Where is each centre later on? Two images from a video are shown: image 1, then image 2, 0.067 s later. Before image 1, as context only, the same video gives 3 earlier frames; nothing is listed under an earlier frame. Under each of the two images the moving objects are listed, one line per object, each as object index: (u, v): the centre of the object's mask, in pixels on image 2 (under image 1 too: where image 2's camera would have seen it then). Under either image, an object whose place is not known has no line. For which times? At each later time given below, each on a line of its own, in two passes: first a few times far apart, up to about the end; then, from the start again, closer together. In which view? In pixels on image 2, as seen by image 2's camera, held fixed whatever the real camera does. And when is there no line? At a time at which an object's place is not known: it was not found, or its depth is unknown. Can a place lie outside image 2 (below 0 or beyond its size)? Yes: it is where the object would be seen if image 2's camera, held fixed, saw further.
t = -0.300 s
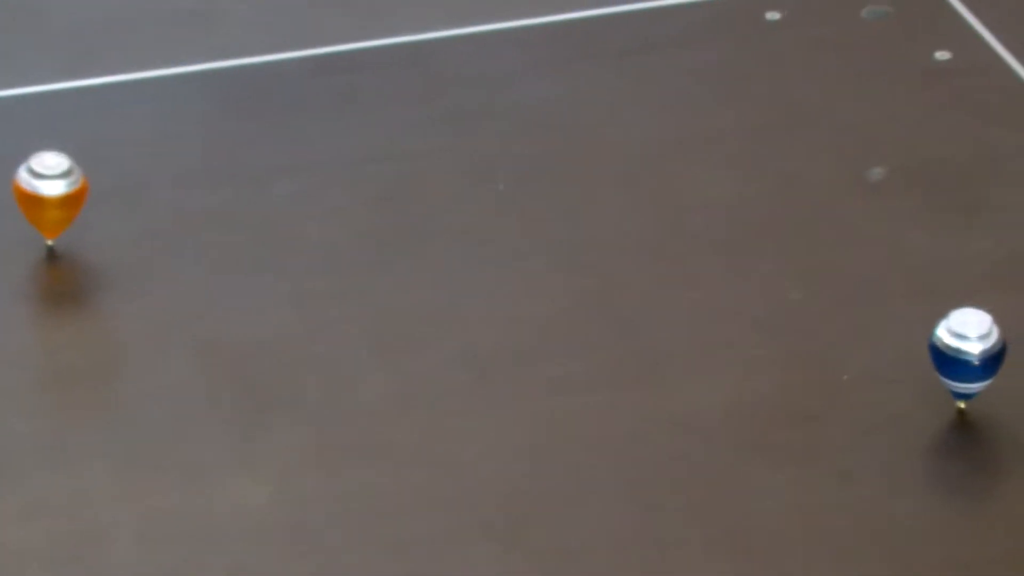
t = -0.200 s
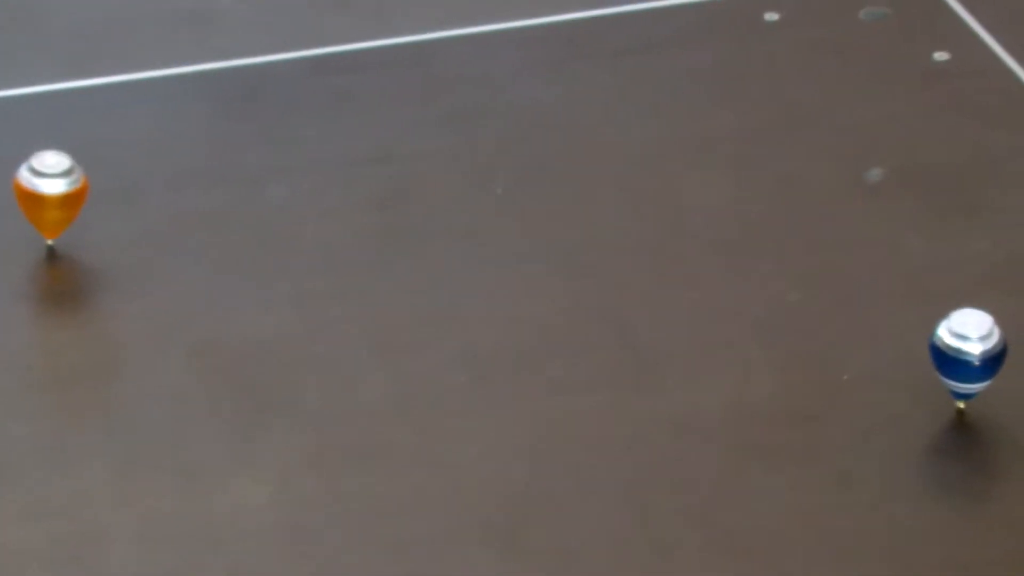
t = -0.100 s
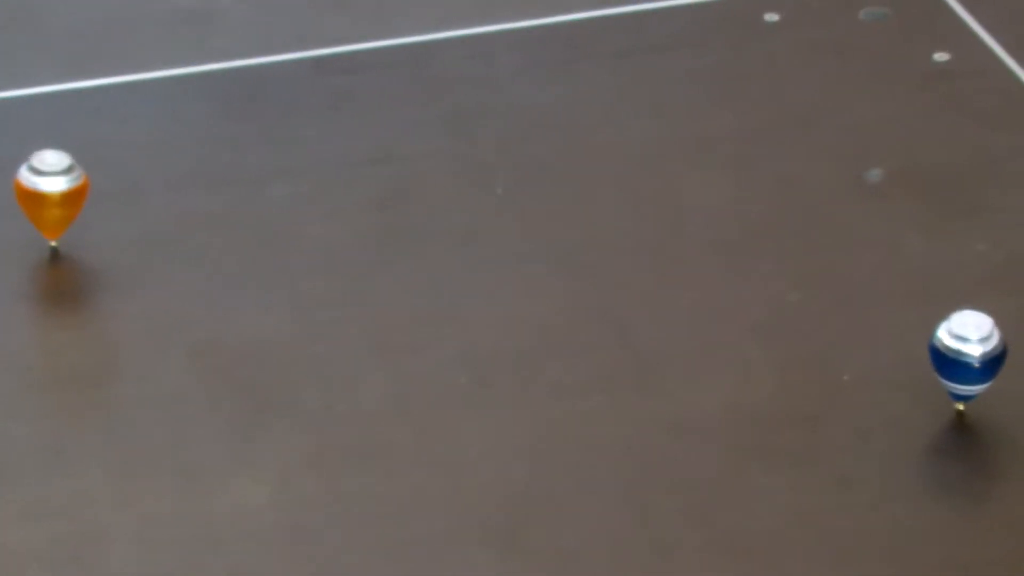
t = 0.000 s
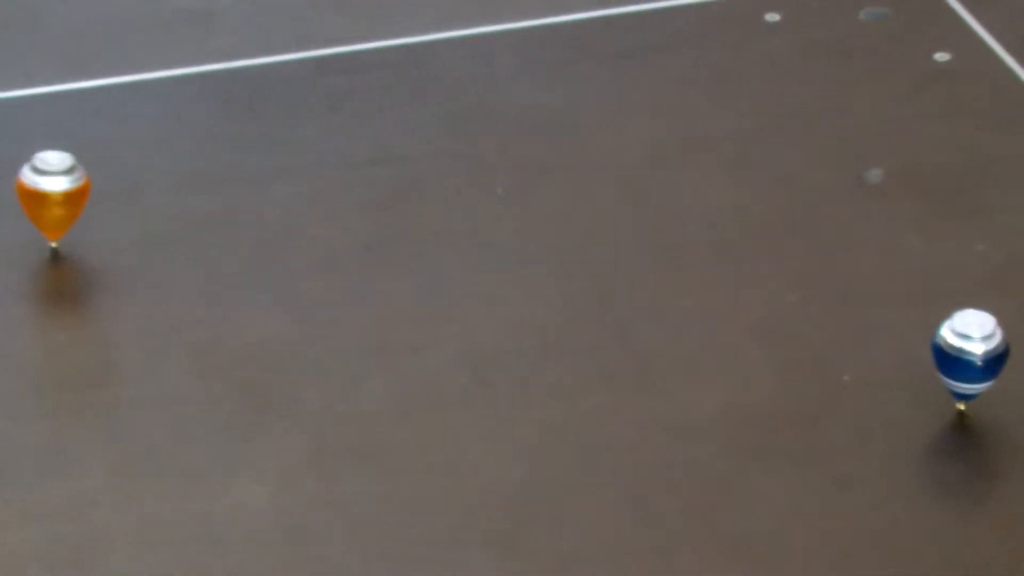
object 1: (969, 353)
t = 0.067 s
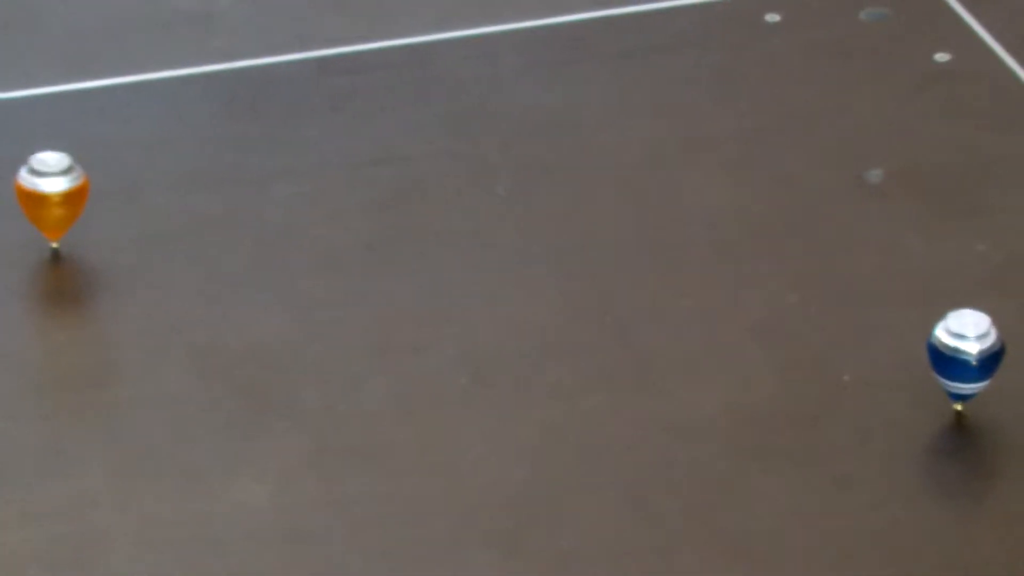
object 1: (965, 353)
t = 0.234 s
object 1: (964, 356)
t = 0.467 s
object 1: (966, 353)
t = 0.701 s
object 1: (969, 351)
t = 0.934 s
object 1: (973, 345)
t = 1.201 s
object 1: (966, 339)
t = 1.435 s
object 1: (953, 334)
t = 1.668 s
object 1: (952, 334)
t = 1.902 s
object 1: (947, 341)
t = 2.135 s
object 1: (948, 343)
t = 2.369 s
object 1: (950, 346)
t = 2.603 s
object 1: (956, 355)
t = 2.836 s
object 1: (958, 356)
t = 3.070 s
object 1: (955, 351)
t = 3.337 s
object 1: (955, 344)
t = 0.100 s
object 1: (963, 354)
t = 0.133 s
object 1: (963, 354)
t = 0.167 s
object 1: (964, 356)
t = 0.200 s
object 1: (965, 356)
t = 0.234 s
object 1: (964, 356)
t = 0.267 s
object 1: (964, 357)
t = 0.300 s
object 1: (966, 357)
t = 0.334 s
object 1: (966, 356)
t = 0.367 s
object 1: (966, 355)
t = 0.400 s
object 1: (967, 354)
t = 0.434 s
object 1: (966, 354)
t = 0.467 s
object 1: (966, 353)
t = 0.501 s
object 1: (967, 352)
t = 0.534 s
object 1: (966, 352)
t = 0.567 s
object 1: (966, 352)
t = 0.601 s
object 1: (966, 351)
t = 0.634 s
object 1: (965, 351)
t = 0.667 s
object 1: (966, 351)
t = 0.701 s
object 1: (969, 351)
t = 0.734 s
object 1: (971, 350)
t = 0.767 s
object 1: (972, 349)
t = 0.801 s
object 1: (972, 348)
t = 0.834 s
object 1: (972, 347)
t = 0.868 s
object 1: (972, 346)
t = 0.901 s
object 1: (972, 345)
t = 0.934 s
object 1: (973, 345)
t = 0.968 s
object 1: (973, 344)
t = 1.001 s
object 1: (973, 344)
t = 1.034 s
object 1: (973, 341)
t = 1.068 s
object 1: (973, 341)
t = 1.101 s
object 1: (972, 340)
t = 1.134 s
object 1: (970, 340)
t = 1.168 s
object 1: (967, 340)
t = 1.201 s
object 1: (966, 339)
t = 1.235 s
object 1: (964, 338)
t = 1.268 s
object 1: (963, 338)
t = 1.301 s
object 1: (961, 337)
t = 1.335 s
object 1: (959, 337)
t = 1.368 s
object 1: (958, 336)
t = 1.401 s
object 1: (956, 335)
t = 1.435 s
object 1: (953, 334)
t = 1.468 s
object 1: (953, 333)
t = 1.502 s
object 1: (951, 332)
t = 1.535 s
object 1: (952, 334)
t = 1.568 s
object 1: (952, 334)
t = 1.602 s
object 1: (952, 334)
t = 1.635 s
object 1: (951, 334)
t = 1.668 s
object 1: (952, 334)
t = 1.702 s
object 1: (951, 333)
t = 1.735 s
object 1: (949, 334)
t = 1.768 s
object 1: (949, 335)
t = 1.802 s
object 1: (948, 337)
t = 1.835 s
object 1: (948, 338)
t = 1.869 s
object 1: (947, 340)
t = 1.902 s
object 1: (947, 341)
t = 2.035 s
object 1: (949, 344)
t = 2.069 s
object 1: (948, 343)
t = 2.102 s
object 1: (947, 343)
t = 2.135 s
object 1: (948, 343)
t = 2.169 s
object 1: (947, 342)
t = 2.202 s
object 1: (951, 342)
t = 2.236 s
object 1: (953, 342)
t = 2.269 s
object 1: (951, 342)
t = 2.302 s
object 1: (950, 343)
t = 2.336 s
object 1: (950, 344)
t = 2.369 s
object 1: (950, 346)
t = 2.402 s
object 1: (951, 348)
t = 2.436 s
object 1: (952, 349)
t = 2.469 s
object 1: (952, 350)
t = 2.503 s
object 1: (954, 351)
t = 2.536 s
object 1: (955, 352)
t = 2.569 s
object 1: (955, 354)
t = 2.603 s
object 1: (956, 355)
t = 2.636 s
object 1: (956, 356)
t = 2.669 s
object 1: (955, 357)
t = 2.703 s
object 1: (957, 358)
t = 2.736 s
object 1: (959, 358)
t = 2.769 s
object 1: (957, 357)
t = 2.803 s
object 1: (956, 357)
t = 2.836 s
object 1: (958, 356)
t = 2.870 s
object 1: (958, 355)
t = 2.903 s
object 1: (957, 354)
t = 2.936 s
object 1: (958, 353)
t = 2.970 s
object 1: (956, 350)
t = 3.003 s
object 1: (954, 349)
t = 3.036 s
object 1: (951, 350)
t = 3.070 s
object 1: (955, 351)
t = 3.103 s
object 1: (957, 350)
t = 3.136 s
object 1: (957, 350)
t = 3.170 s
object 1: (957, 350)
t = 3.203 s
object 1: (957, 349)
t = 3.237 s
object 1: (958, 347)
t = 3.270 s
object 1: (957, 346)
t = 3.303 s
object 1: (956, 344)
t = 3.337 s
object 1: (955, 344)
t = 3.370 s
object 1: (957, 343)
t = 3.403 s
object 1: (953, 342)
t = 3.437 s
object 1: (953, 342)
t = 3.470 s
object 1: (952, 342)
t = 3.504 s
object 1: (953, 341)
